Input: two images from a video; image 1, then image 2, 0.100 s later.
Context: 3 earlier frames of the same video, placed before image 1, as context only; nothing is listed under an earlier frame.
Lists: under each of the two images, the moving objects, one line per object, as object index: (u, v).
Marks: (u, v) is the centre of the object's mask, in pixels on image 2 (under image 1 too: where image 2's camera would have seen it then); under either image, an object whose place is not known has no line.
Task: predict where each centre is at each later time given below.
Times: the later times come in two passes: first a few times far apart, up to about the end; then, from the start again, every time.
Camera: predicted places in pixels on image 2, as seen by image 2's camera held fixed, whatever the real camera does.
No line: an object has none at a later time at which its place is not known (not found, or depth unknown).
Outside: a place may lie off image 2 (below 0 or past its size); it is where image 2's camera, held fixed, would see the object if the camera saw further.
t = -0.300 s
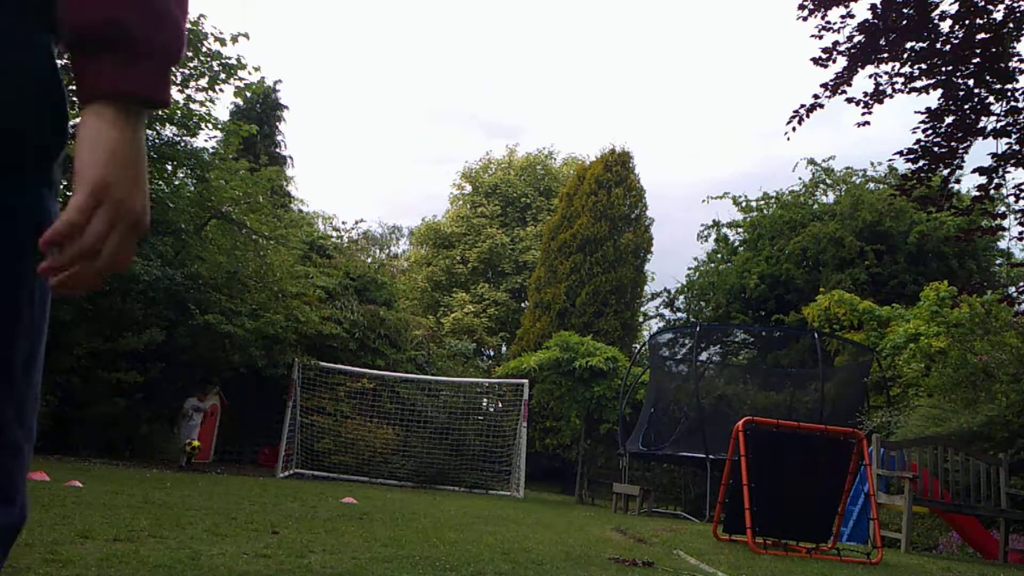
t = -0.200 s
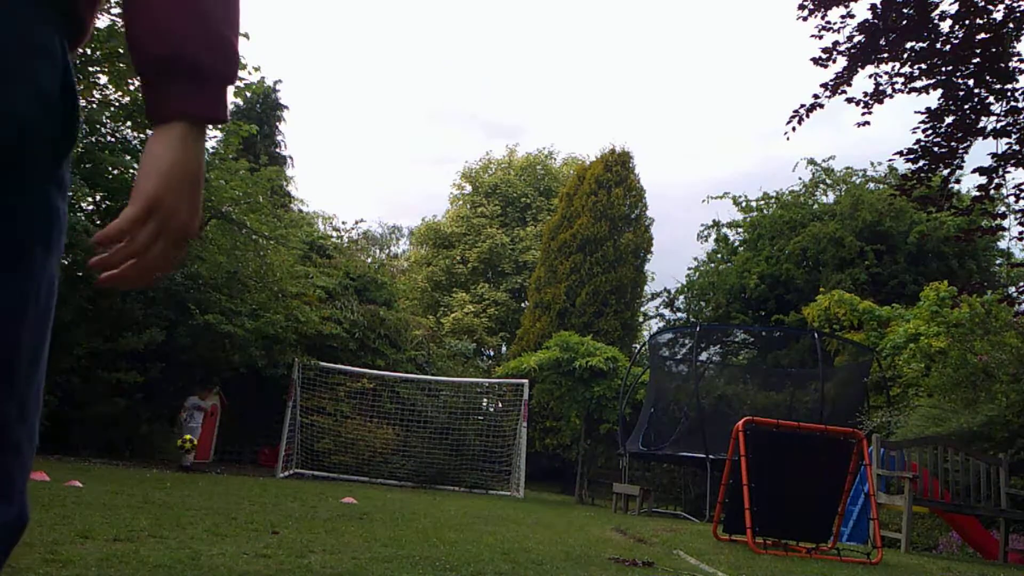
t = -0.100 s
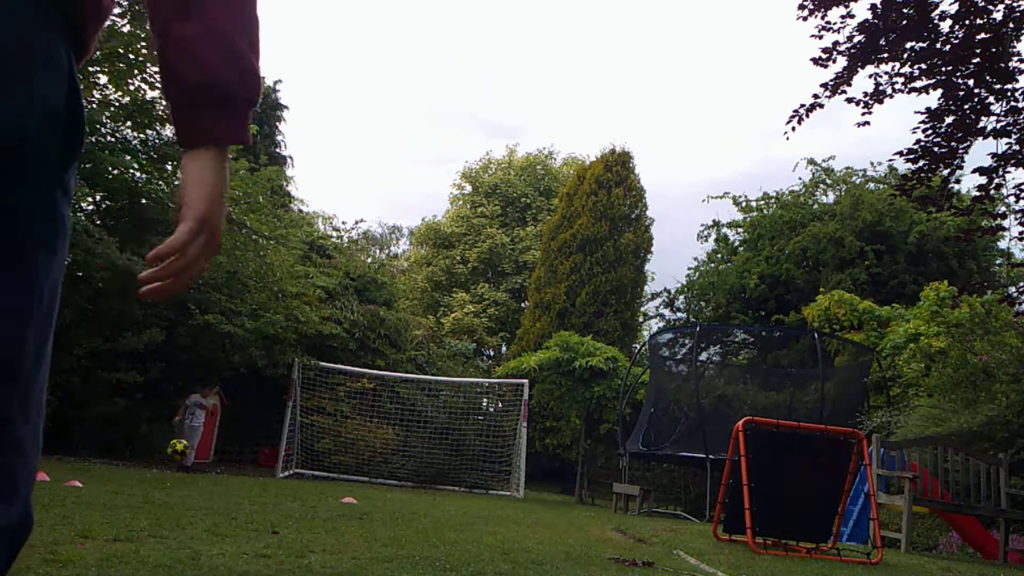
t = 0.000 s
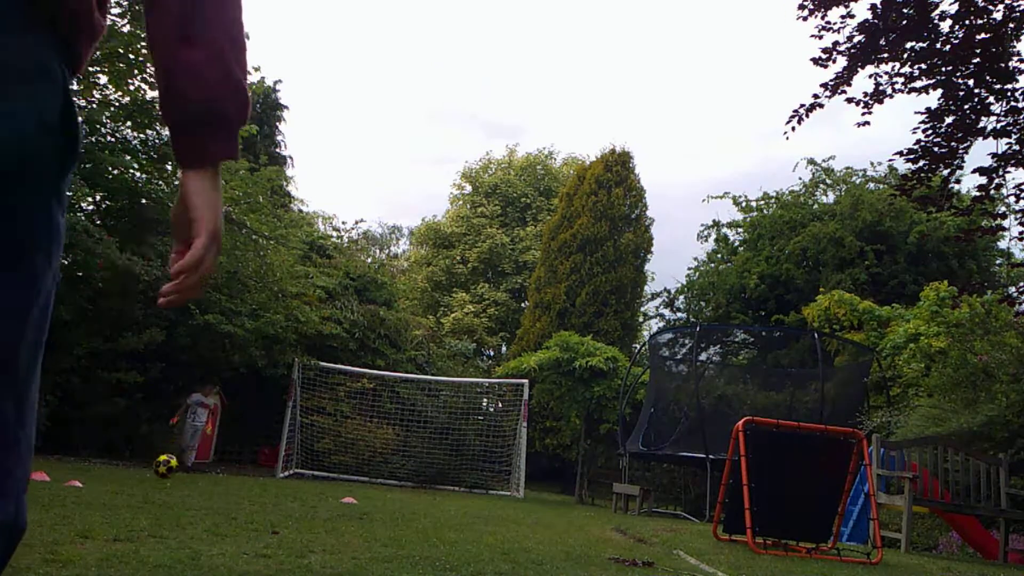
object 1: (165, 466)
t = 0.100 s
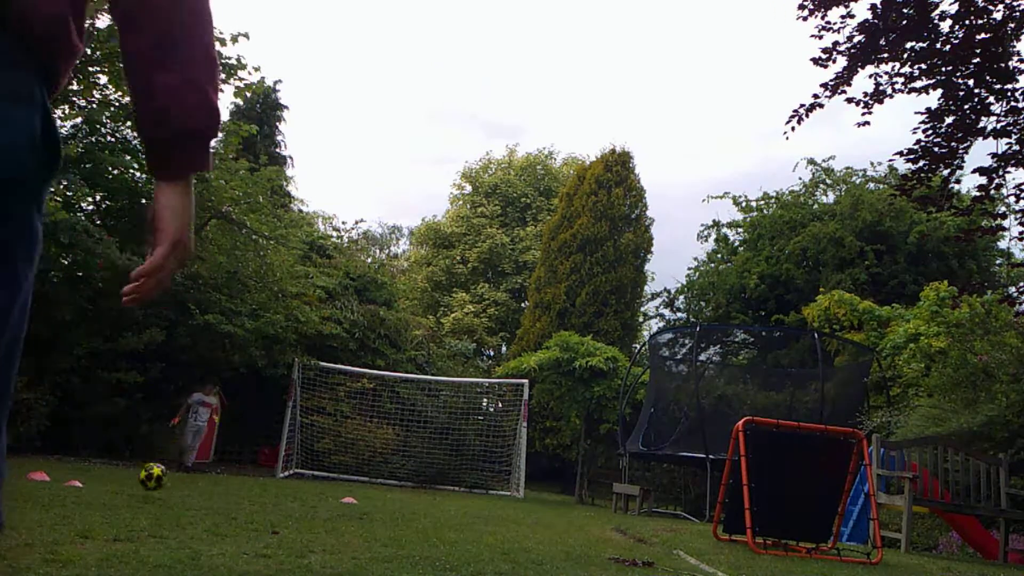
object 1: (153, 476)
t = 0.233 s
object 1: (137, 461)
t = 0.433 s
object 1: (90, 491)
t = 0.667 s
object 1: (13, 458)
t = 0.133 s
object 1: (149, 471)
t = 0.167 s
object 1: (146, 466)
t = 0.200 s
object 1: (142, 463)
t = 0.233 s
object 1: (137, 461)
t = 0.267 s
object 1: (131, 461)
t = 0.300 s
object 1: (125, 462)
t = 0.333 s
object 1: (118, 465)
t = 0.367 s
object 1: (110, 471)
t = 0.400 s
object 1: (101, 480)
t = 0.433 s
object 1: (90, 491)
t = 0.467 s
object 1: (78, 506)
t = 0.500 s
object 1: (66, 506)
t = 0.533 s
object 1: (56, 494)
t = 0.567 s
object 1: (45, 483)
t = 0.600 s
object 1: (31, 473)
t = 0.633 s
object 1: (22, 465)
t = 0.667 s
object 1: (13, 458)
